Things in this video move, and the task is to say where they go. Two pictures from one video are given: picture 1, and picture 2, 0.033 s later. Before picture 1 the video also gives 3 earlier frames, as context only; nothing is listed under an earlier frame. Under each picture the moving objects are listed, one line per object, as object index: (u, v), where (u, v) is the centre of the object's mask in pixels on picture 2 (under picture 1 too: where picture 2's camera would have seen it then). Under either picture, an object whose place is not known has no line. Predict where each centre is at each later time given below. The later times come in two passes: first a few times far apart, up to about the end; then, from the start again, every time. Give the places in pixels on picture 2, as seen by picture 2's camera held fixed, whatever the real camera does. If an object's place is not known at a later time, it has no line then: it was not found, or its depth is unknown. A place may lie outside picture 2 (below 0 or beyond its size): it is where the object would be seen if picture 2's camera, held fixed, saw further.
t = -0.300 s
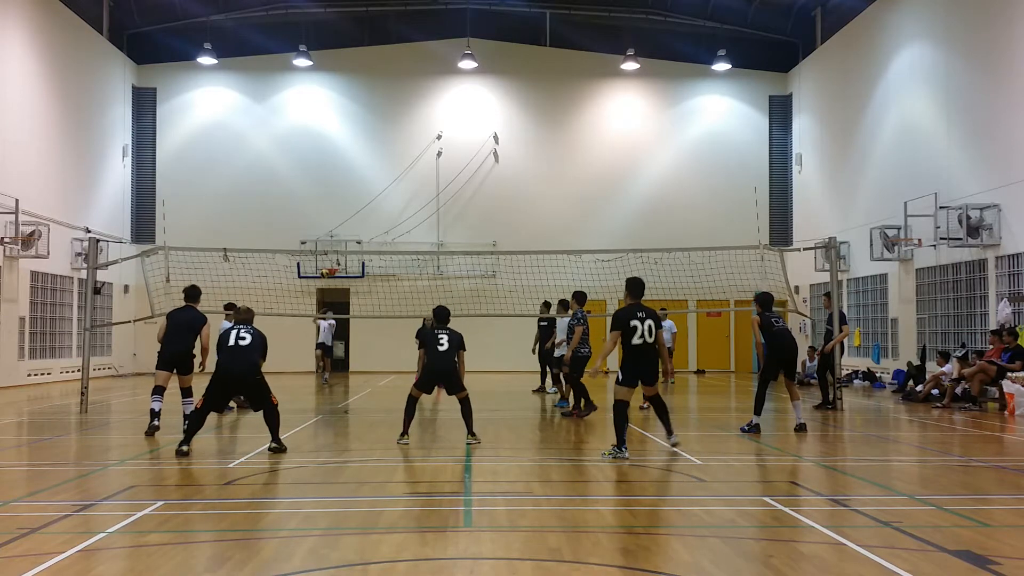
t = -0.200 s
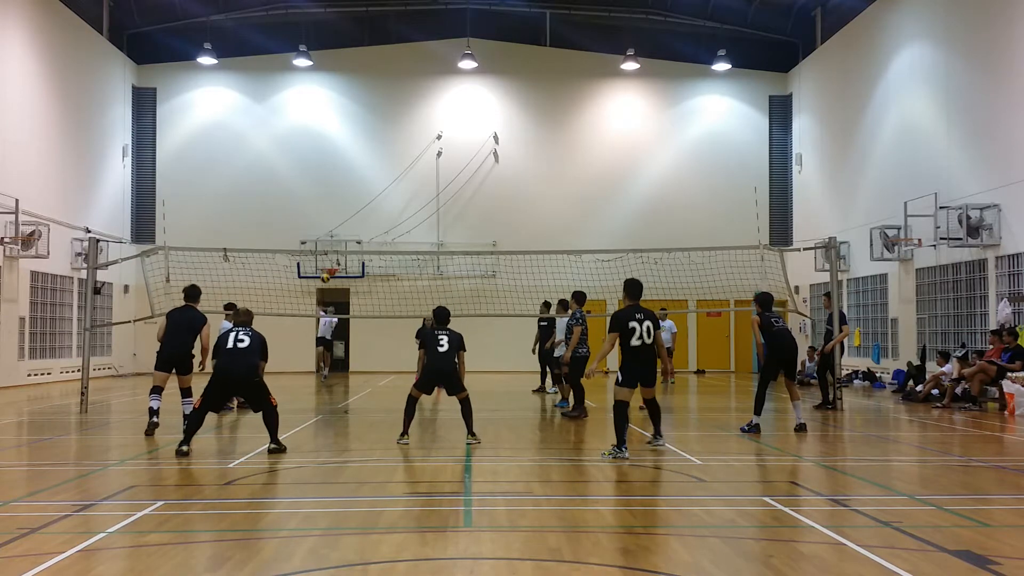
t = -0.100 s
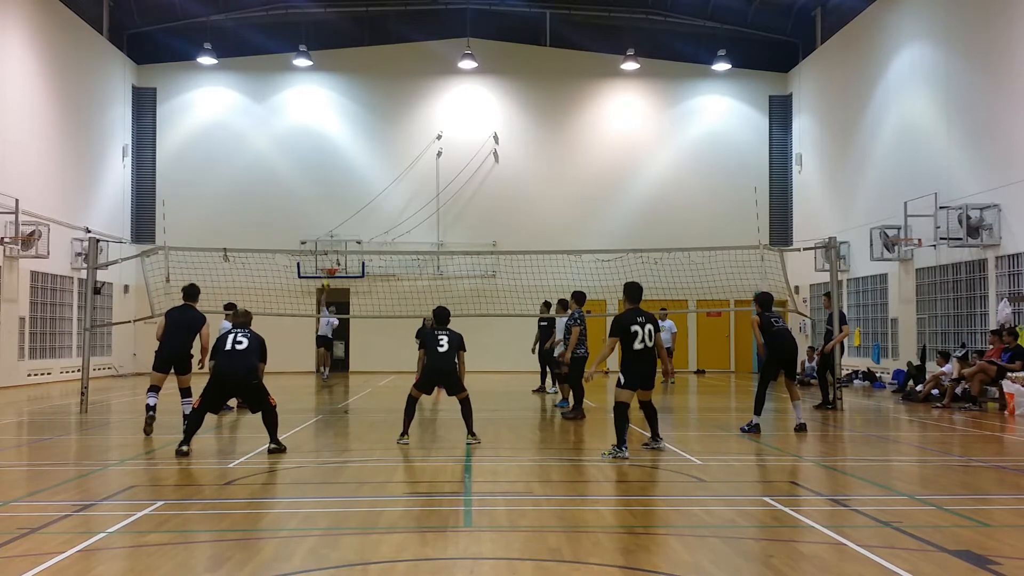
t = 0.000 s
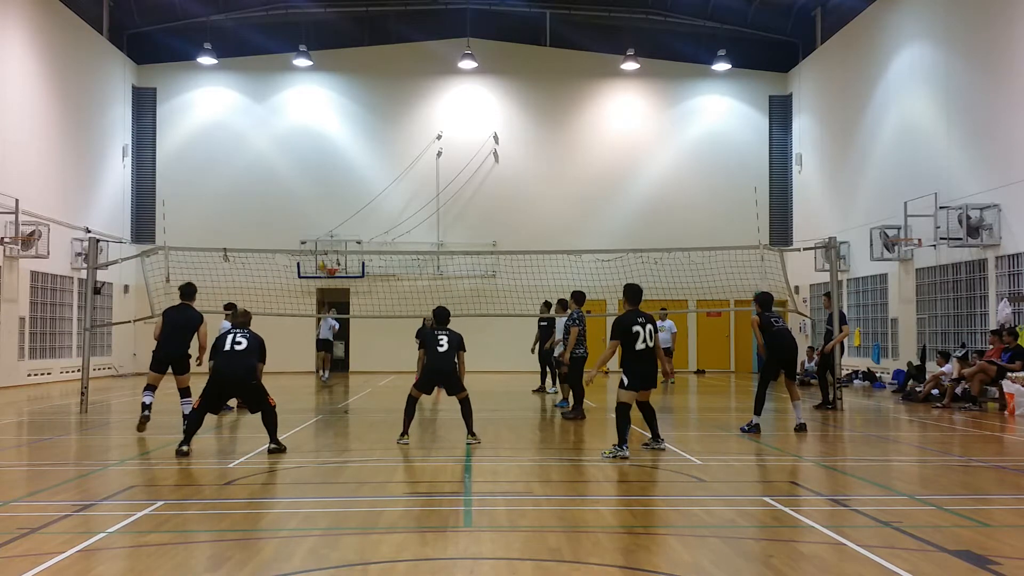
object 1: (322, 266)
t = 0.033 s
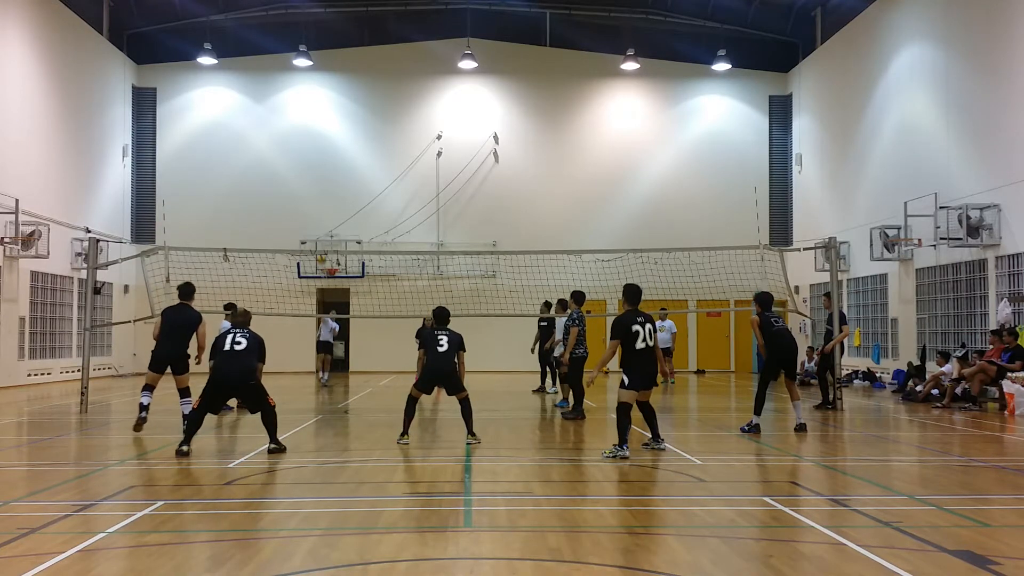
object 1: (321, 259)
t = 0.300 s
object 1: (308, 218)
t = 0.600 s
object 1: (280, 215)
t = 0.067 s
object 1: (321, 256)
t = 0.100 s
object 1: (319, 246)
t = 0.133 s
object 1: (317, 241)
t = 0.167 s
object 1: (316, 236)
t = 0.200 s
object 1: (314, 231)
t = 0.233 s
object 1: (313, 226)
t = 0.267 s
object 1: (311, 221)
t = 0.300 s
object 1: (308, 218)
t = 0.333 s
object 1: (306, 214)
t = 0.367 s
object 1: (303, 212)
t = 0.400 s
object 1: (301, 210)
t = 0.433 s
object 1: (297, 209)
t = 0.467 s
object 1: (294, 208)
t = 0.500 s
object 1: (290, 208)
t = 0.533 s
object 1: (287, 210)
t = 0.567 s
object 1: (283, 212)
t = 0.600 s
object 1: (280, 215)
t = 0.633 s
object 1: (277, 219)
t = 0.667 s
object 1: (273, 223)
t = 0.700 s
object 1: (269, 229)
